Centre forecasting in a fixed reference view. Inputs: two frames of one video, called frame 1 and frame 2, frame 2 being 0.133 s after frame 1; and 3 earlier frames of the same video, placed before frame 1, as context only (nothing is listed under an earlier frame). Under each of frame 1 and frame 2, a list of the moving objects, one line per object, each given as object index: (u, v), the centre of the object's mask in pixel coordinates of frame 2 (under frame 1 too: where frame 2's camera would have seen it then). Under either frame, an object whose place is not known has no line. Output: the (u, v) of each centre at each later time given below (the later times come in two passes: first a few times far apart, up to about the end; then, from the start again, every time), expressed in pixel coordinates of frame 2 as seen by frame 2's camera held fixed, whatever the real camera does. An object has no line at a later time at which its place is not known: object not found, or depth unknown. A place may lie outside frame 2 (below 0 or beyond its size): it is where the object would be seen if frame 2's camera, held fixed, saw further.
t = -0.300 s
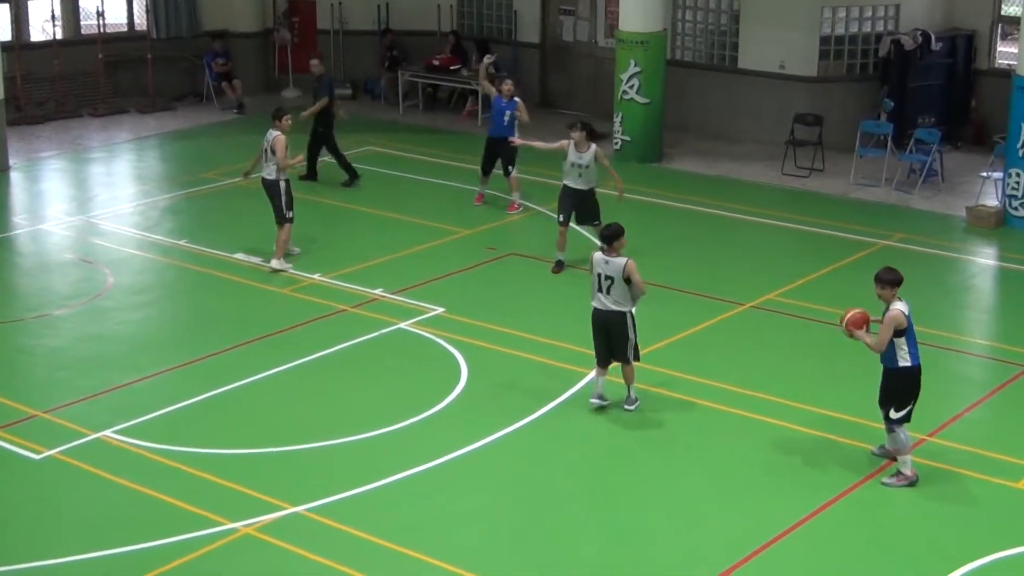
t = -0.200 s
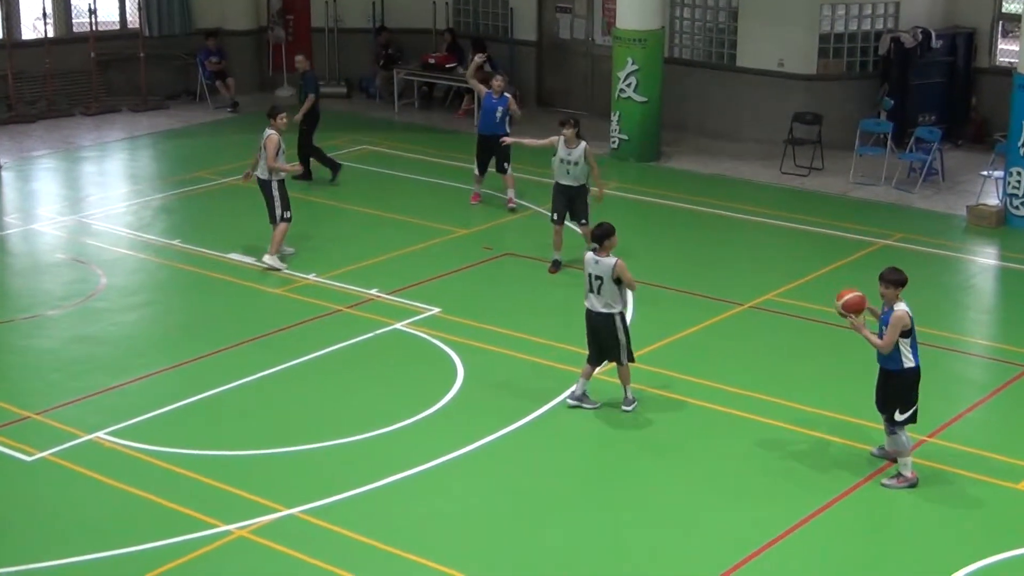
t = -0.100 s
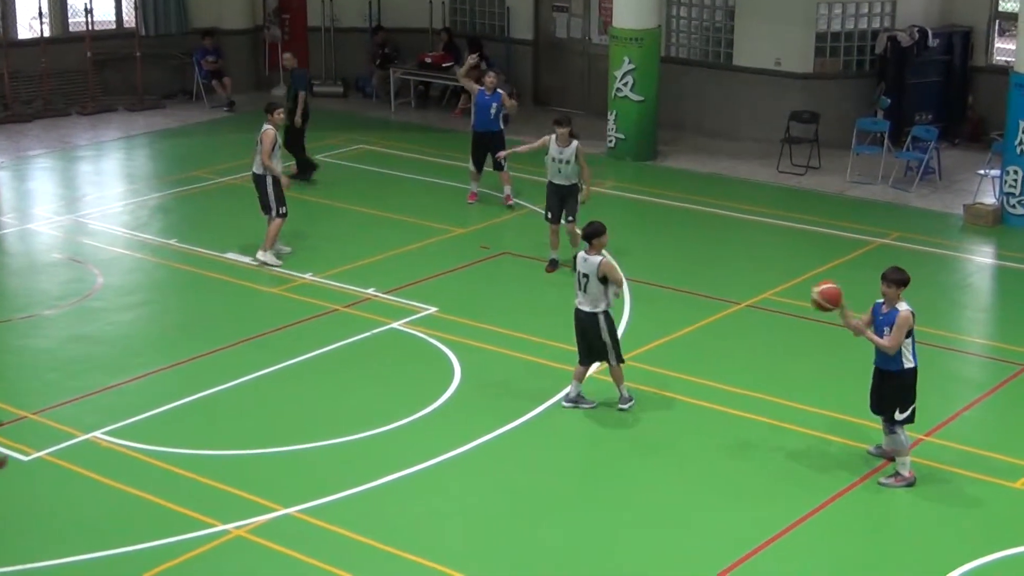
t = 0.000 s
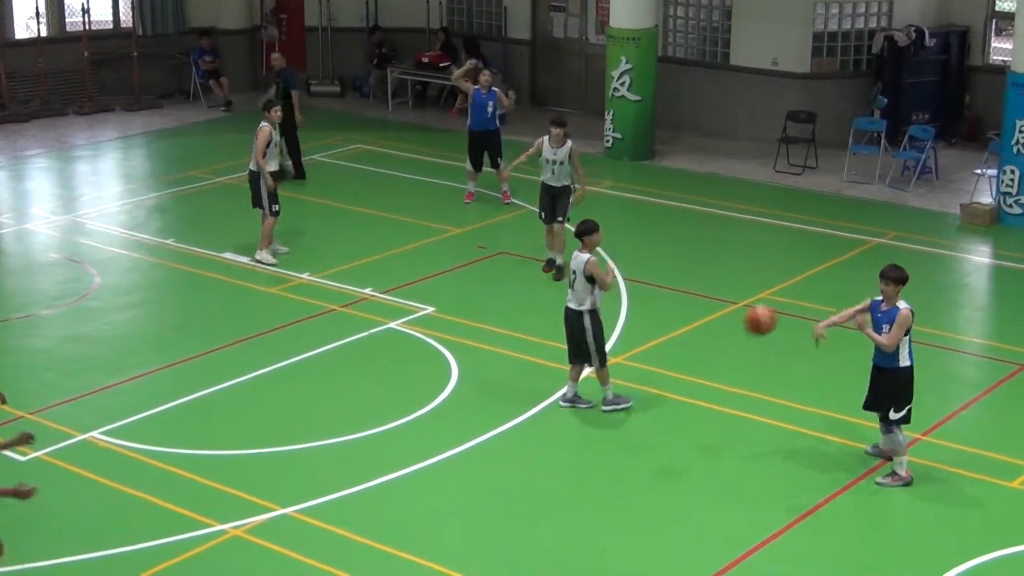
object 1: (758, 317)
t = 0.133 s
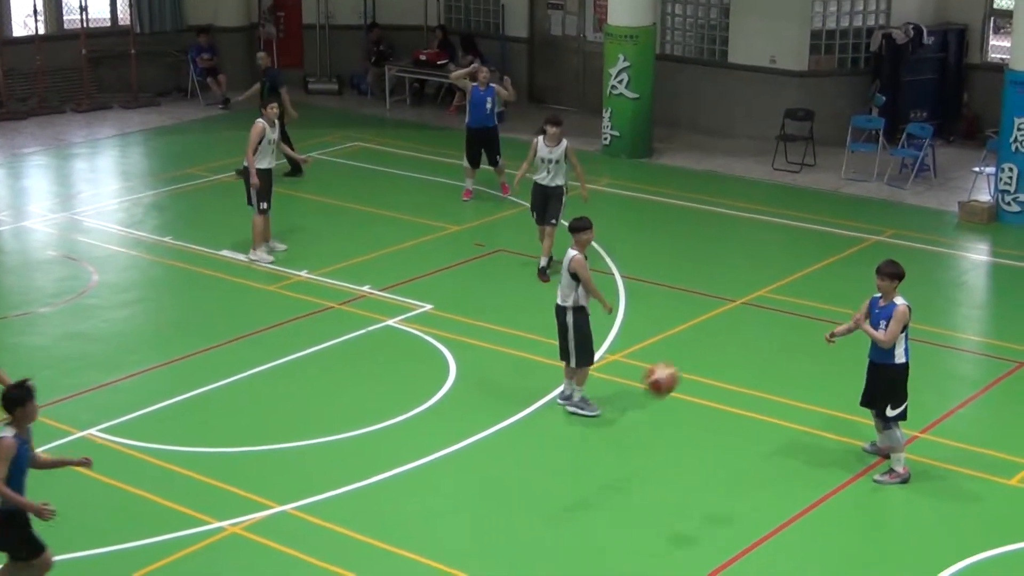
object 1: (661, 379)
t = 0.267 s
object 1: (557, 469)
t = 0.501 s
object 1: (410, 526)
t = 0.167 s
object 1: (637, 399)
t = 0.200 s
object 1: (611, 420)
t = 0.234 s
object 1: (584, 443)
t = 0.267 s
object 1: (557, 469)
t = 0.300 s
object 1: (529, 496)
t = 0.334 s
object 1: (501, 526)
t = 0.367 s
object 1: (471, 560)
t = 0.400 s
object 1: (451, 562)
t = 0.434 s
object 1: (438, 548)
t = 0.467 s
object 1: (424, 537)
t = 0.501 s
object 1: (410, 526)
